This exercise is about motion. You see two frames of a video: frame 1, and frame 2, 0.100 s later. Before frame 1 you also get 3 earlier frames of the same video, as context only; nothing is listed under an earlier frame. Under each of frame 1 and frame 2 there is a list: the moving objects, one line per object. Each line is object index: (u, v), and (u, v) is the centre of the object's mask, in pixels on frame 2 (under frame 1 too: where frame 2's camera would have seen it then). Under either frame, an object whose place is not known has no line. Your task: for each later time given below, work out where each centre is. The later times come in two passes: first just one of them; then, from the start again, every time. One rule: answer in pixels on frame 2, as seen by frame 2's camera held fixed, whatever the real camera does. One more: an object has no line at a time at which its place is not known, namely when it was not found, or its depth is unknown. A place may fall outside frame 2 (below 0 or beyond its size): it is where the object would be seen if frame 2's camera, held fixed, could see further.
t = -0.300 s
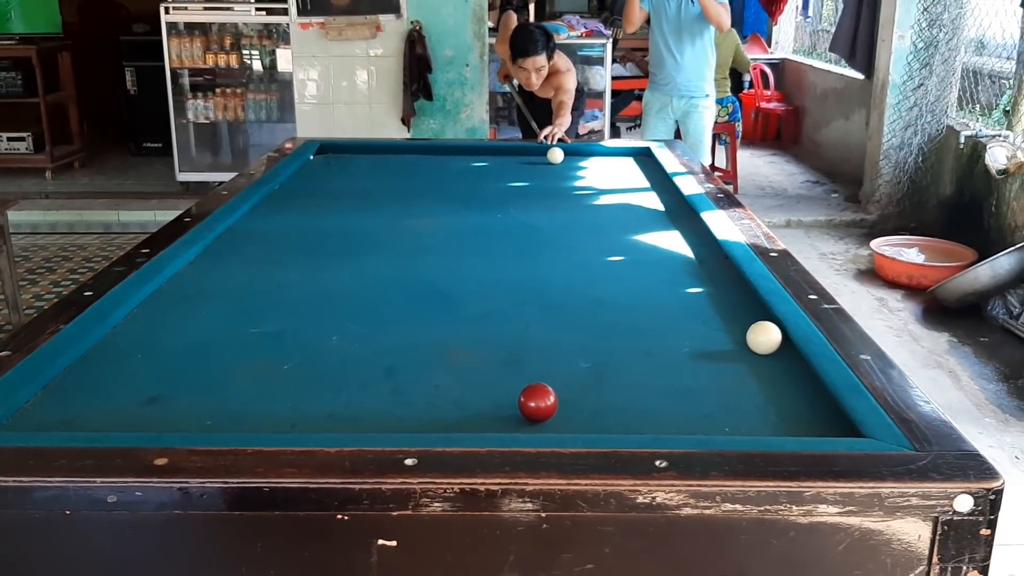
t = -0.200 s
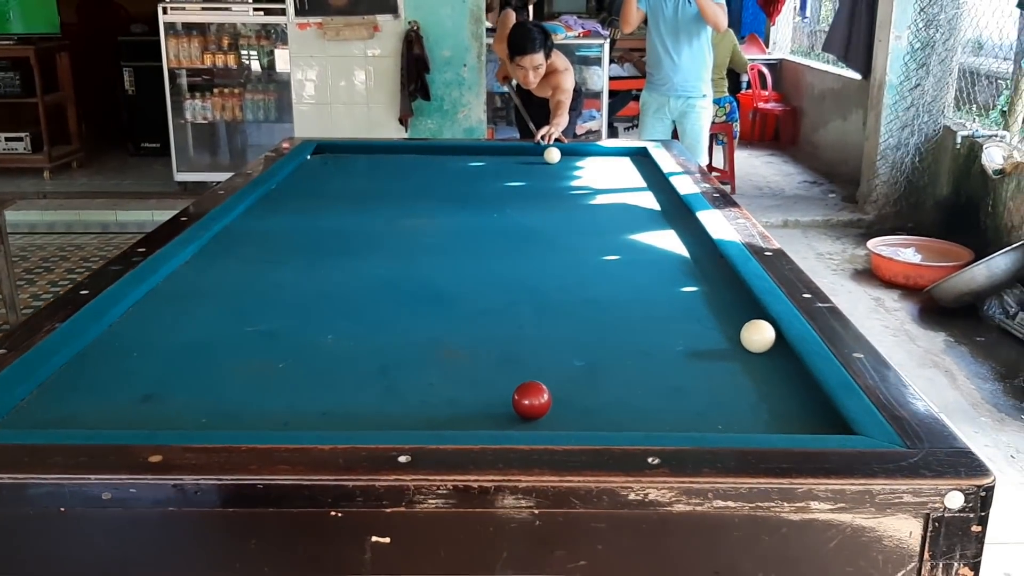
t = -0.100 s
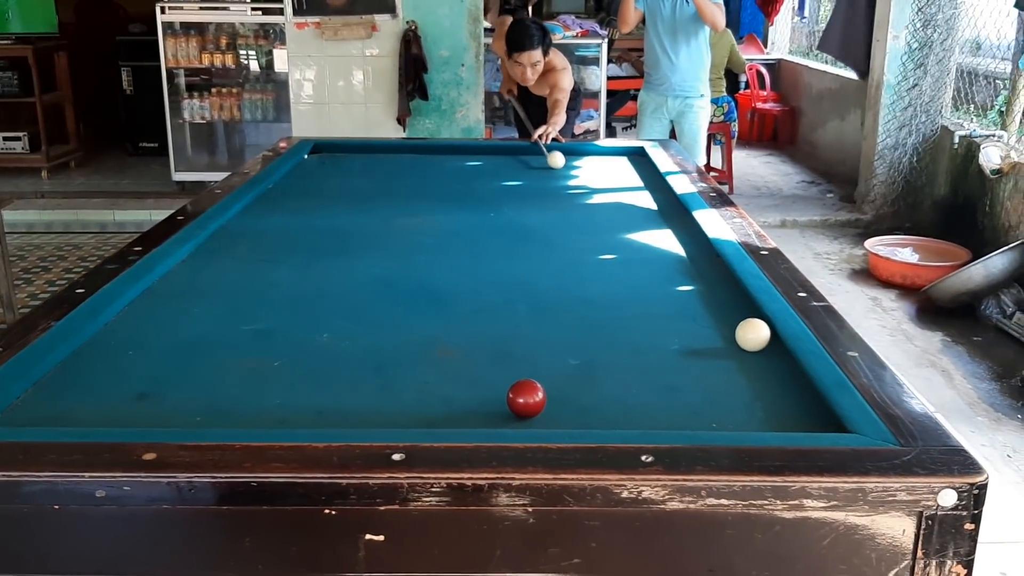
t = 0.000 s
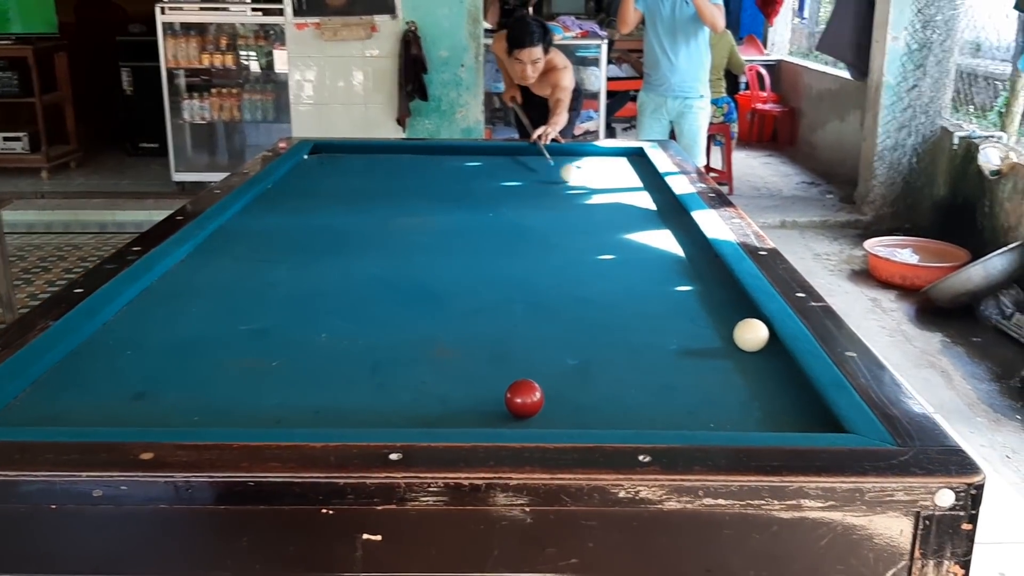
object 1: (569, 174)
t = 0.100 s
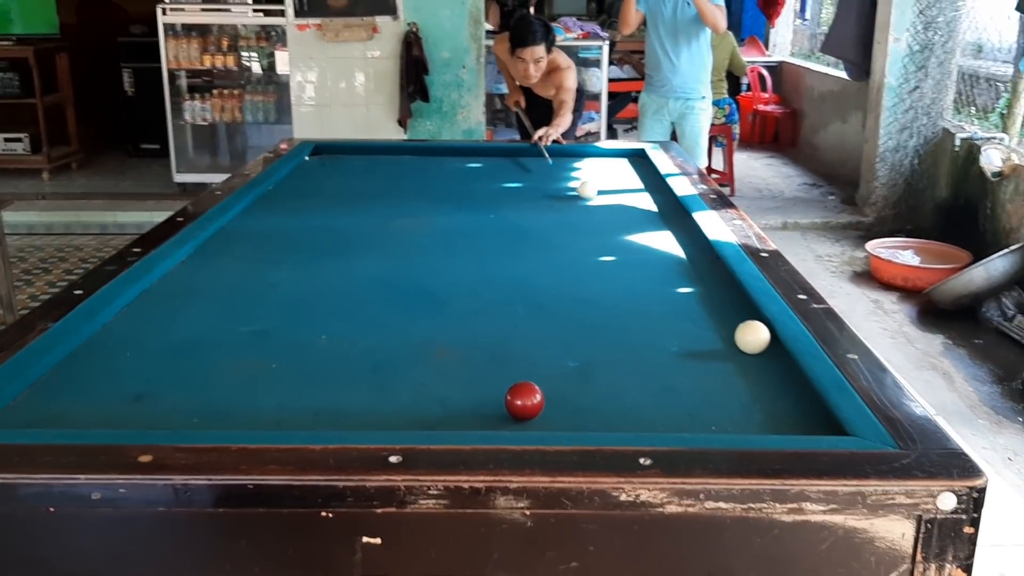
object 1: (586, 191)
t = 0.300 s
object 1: (620, 220)
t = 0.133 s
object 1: (590, 194)
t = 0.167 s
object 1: (595, 199)
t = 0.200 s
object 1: (602, 204)
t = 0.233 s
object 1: (607, 210)
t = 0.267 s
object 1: (613, 215)
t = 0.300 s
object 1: (620, 220)
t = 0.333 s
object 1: (627, 226)
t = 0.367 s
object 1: (633, 233)
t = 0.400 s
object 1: (639, 240)
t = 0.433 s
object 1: (648, 250)
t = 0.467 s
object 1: (657, 257)
